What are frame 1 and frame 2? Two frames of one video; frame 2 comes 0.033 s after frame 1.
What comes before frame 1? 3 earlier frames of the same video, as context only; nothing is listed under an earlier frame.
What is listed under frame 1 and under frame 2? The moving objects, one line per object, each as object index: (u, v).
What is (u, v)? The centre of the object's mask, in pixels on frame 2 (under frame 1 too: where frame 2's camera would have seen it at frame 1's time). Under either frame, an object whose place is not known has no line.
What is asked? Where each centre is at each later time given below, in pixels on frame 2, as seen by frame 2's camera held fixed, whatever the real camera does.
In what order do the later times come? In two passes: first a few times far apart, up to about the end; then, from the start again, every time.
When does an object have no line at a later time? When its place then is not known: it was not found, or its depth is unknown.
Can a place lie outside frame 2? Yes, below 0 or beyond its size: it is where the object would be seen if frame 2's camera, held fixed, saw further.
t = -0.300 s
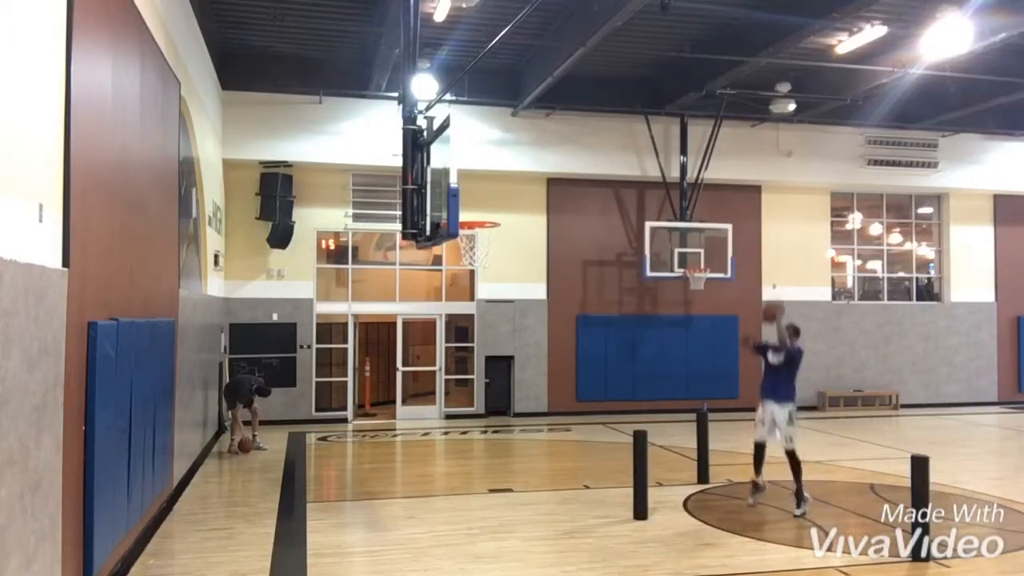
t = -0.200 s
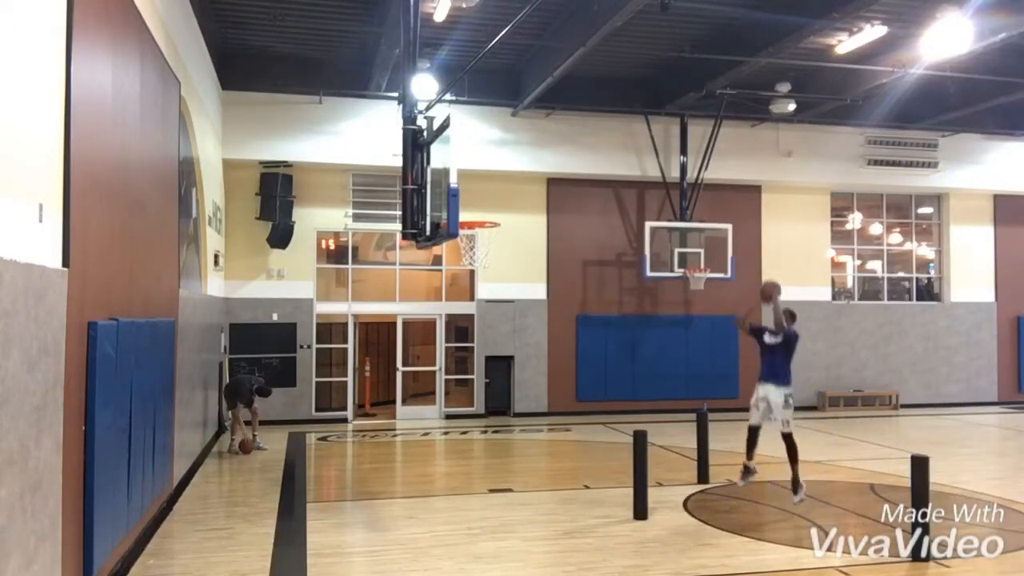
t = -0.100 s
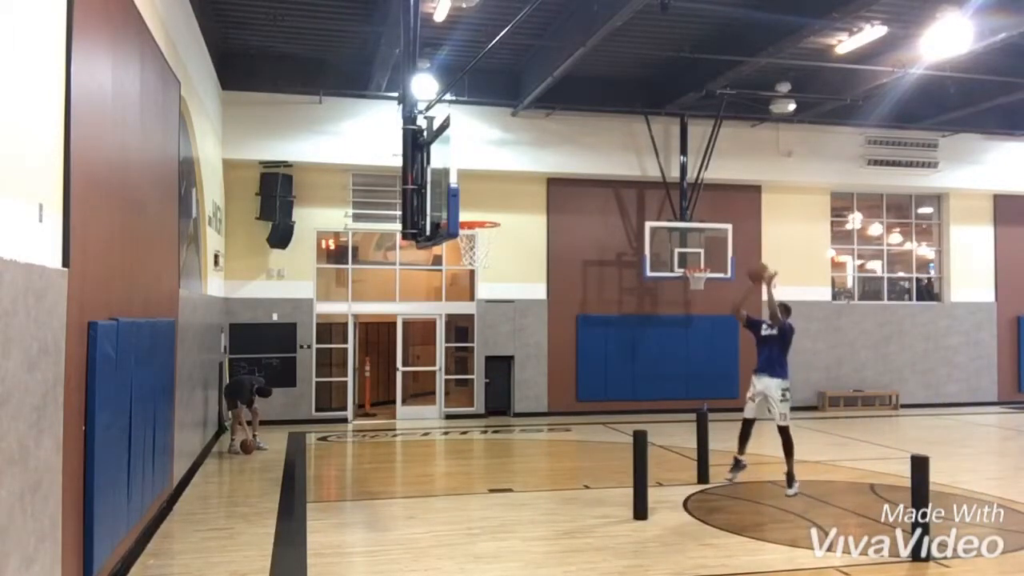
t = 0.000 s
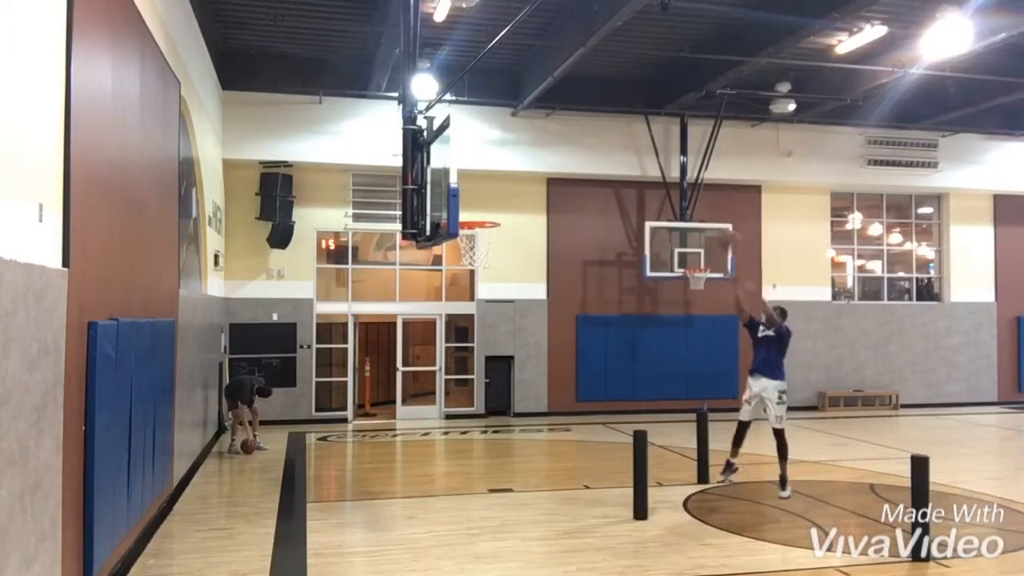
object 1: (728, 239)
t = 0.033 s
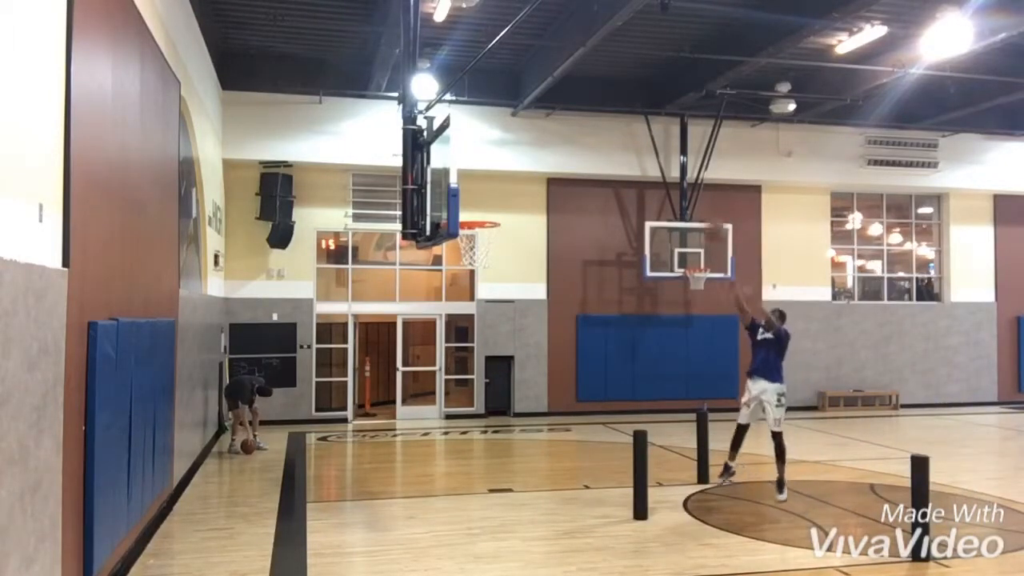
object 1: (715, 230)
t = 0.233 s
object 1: (638, 187)
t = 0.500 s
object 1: (530, 190)
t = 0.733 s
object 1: (482, 245)
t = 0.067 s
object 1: (704, 219)
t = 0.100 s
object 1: (692, 213)
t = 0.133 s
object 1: (676, 205)
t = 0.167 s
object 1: (664, 196)
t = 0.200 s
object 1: (651, 193)
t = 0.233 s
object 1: (638, 187)
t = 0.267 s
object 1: (626, 187)
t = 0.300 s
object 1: (612, 182)
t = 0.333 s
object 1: (598, 181)
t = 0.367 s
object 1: (585, 180)
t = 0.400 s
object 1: (573, 179)
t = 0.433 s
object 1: (559, 184)
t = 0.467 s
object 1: (545, 187)
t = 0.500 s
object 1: (530, 190)
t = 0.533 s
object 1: (517, 195)
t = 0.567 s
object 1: (503, 200)
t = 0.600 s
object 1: (490, 206)
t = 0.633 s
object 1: (477, 212)
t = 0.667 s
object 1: (468, 223)
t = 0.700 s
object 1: (473, 235)
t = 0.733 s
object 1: (482, 245)
